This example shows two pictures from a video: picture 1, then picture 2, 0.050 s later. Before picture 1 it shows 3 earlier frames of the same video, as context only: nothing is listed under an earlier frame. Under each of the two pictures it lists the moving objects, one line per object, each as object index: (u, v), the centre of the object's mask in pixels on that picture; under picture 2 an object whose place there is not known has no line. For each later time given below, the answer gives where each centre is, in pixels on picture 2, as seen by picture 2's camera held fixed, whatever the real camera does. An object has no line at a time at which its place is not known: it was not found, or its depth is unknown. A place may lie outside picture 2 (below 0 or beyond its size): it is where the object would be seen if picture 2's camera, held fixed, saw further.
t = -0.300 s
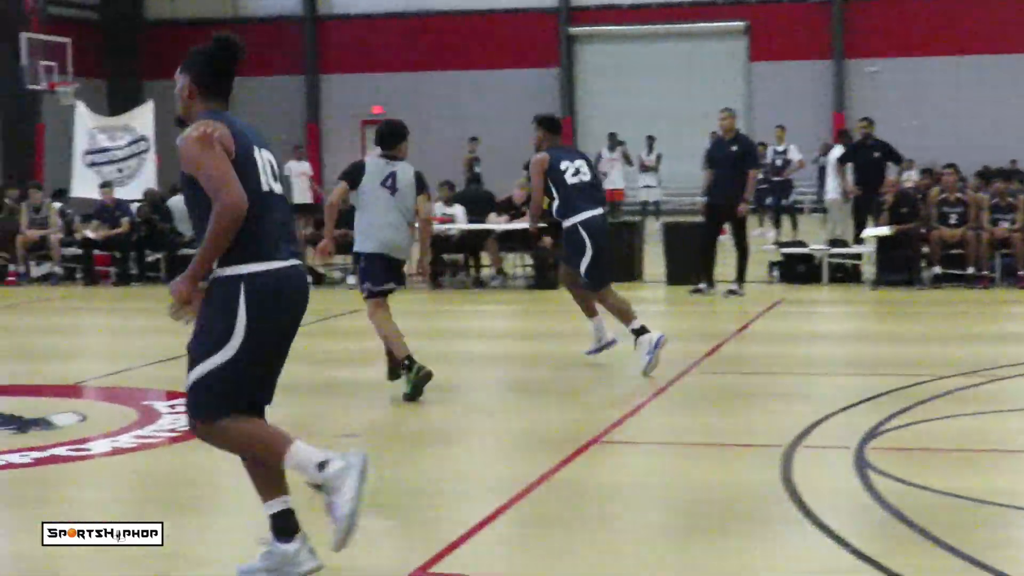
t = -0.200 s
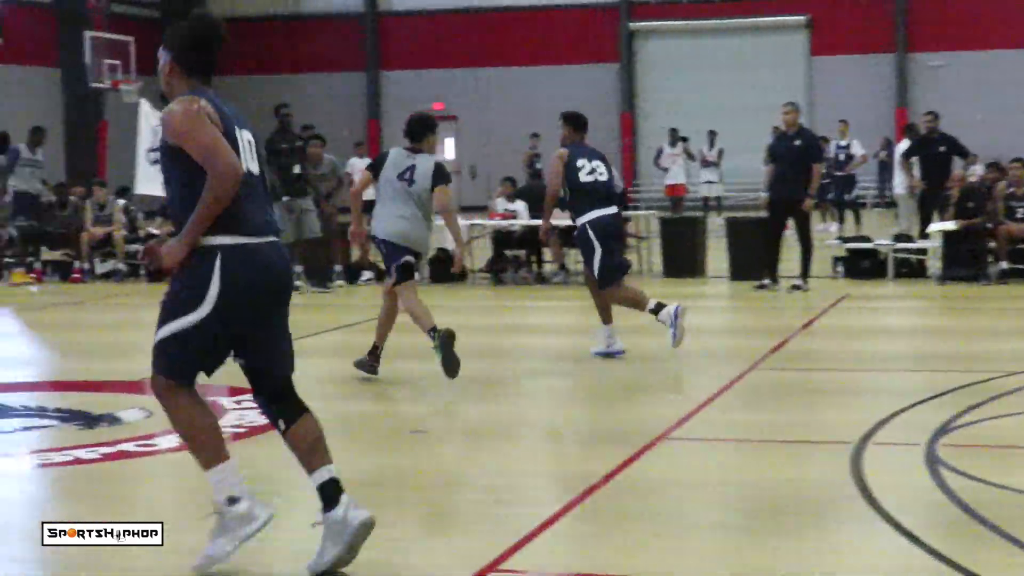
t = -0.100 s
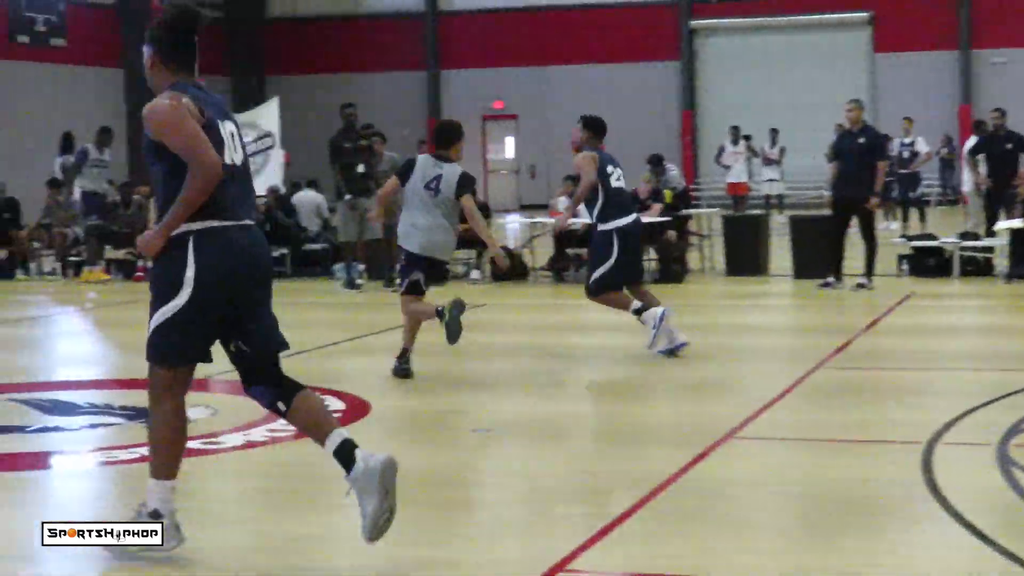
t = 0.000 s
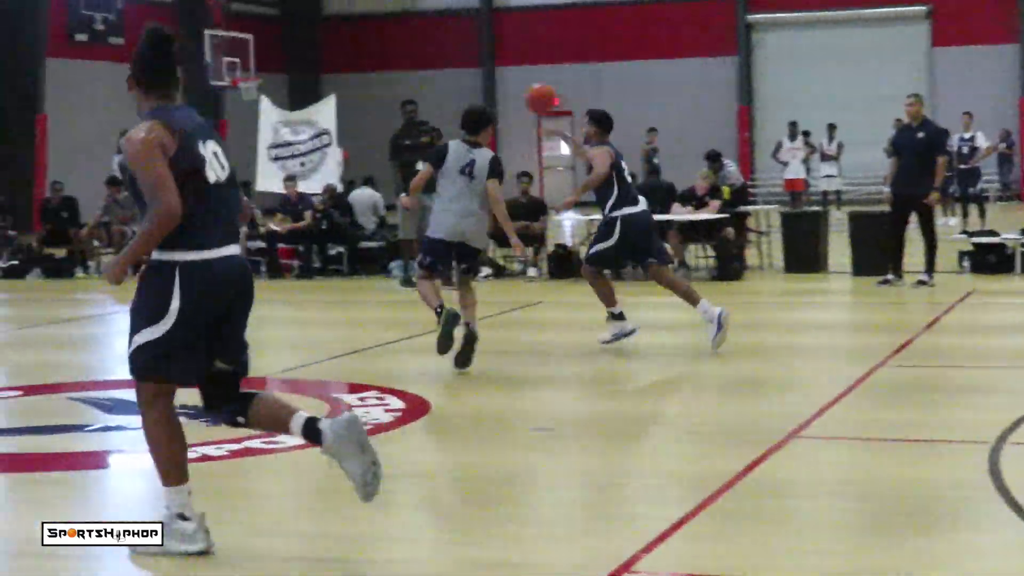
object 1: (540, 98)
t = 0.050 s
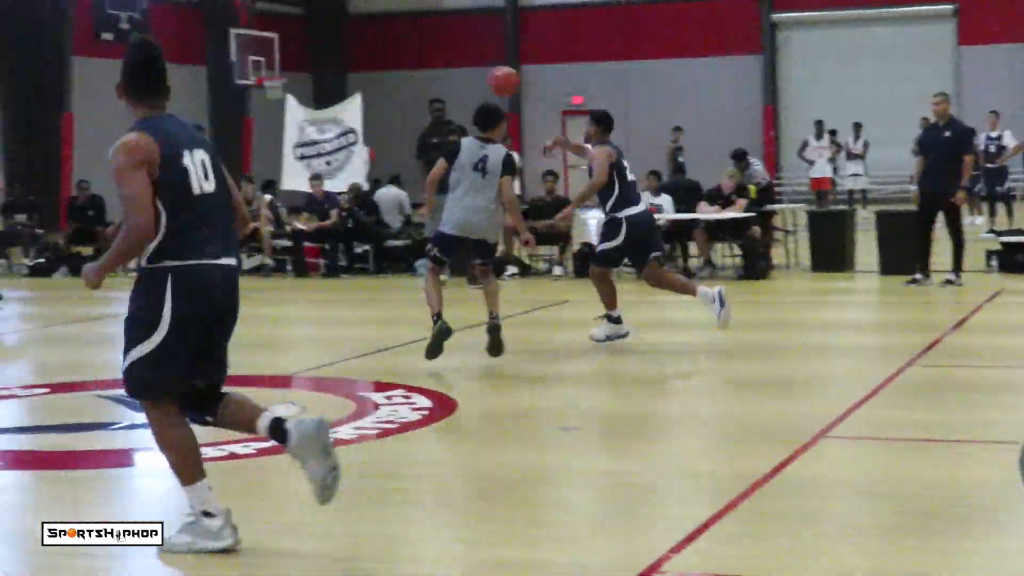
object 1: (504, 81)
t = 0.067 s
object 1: (485, 77)
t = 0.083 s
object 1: (467, 74)
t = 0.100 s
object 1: (449, 70)
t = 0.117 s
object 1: (432, 66)
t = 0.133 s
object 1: (417, 64)
